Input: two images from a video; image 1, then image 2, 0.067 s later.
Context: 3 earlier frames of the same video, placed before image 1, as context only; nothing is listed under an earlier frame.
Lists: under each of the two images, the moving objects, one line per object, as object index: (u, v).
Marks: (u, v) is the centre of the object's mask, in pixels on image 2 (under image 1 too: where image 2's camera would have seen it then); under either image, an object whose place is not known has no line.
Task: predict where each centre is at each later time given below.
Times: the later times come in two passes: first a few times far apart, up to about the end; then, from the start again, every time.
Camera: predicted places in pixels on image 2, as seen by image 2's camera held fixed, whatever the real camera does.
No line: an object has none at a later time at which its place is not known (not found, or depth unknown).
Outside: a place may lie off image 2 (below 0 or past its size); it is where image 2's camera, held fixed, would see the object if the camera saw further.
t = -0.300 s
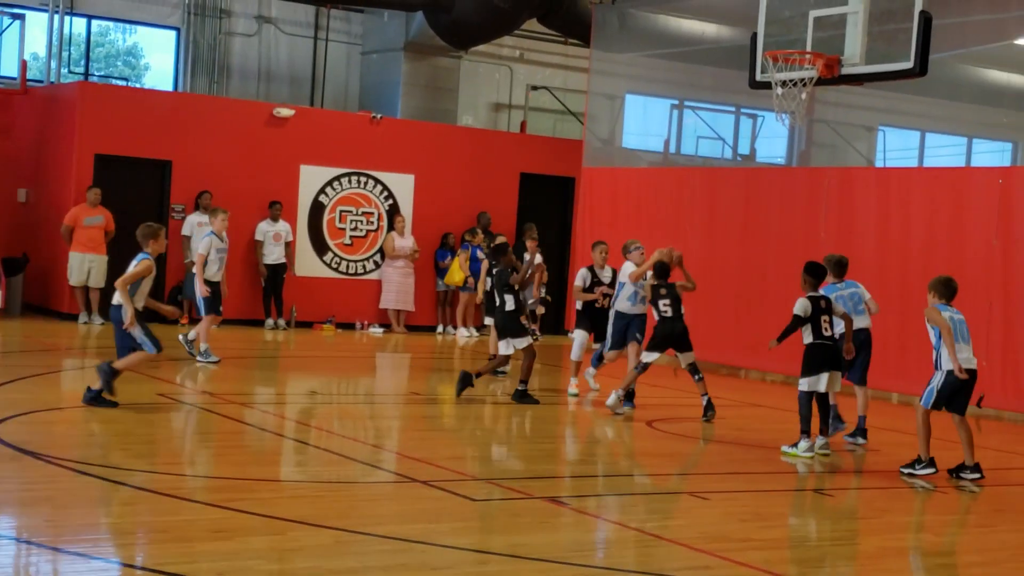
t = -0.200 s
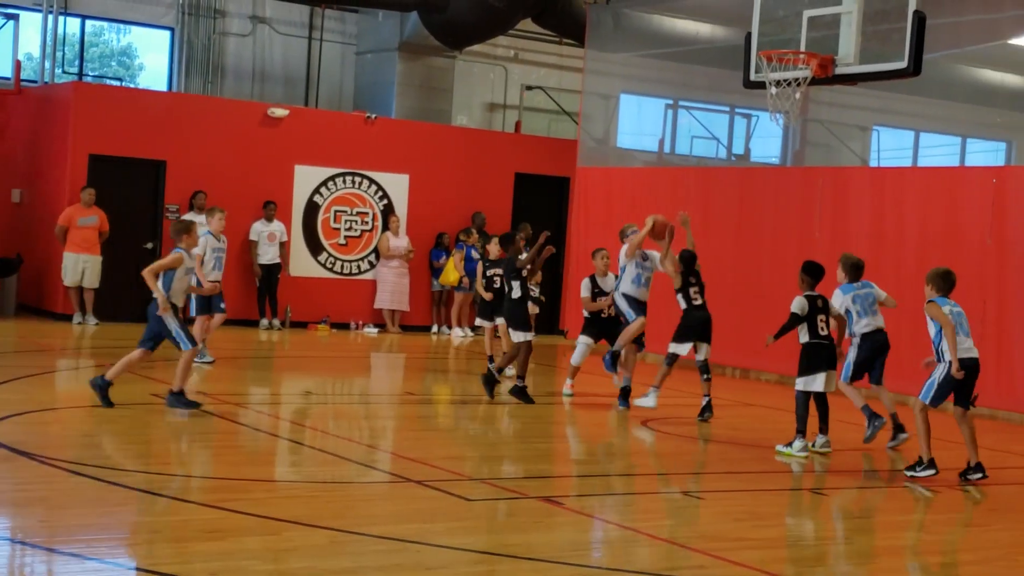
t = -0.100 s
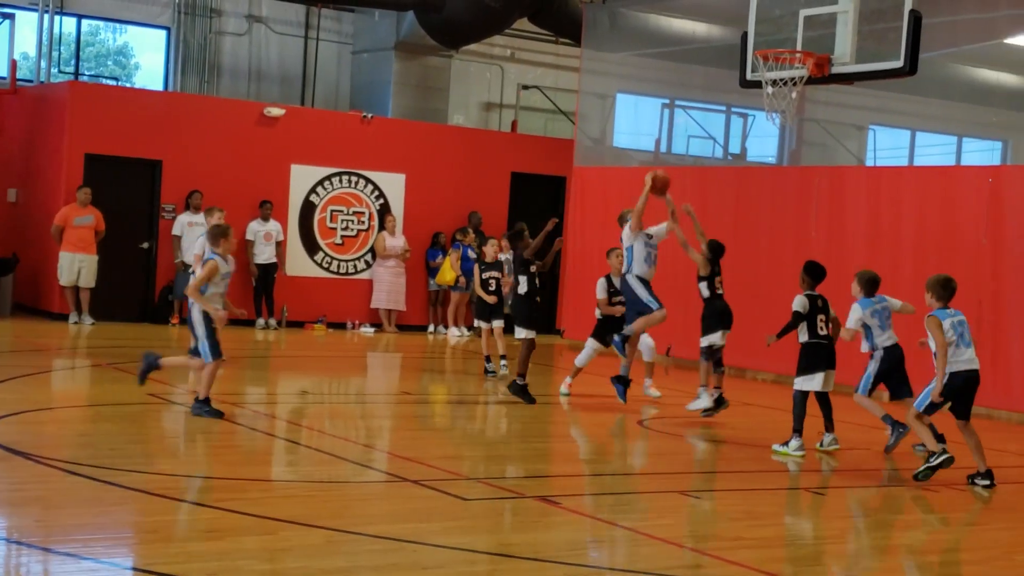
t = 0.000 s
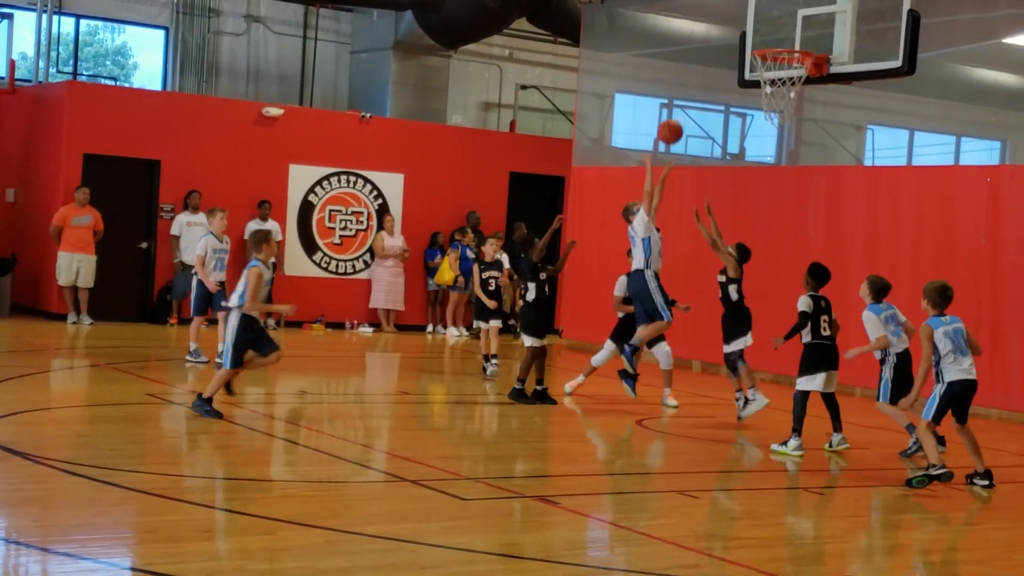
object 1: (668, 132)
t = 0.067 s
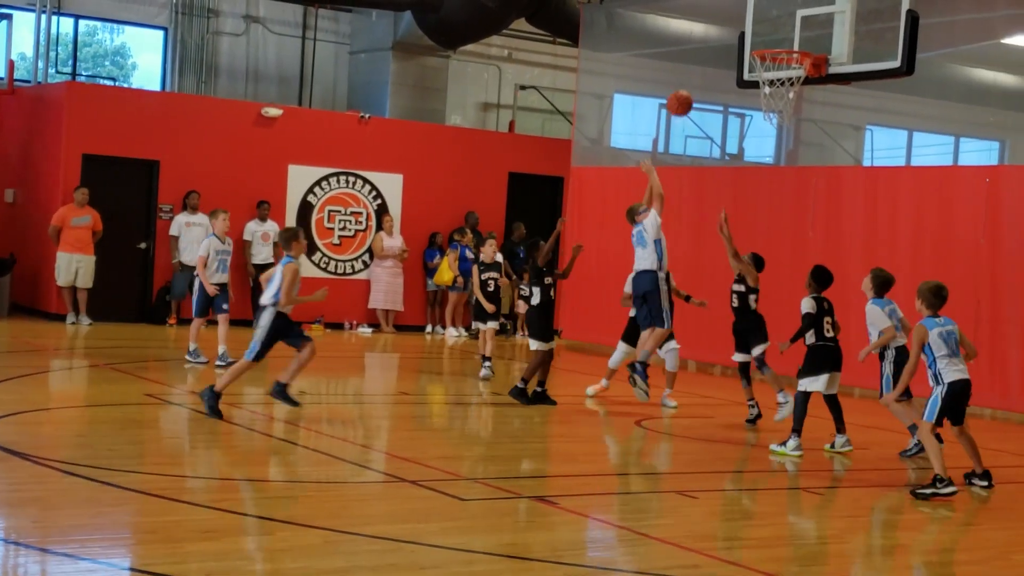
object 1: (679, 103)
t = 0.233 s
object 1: (705, 53)
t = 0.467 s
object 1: (738, 33)
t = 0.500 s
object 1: (743, 36)
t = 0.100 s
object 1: (685, 90)
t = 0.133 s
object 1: (690, 80)
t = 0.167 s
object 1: (695, 69)
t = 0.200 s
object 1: (700, 60)
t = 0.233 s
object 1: (705, 53)
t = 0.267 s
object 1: (710, 47)
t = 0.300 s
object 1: (715, 41)
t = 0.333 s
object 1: (720, 37)
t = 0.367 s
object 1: (724, 34)
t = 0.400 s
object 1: (729, 33)
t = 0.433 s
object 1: (734, 32)
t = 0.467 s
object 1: (738, 33)
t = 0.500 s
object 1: (743, 36)
